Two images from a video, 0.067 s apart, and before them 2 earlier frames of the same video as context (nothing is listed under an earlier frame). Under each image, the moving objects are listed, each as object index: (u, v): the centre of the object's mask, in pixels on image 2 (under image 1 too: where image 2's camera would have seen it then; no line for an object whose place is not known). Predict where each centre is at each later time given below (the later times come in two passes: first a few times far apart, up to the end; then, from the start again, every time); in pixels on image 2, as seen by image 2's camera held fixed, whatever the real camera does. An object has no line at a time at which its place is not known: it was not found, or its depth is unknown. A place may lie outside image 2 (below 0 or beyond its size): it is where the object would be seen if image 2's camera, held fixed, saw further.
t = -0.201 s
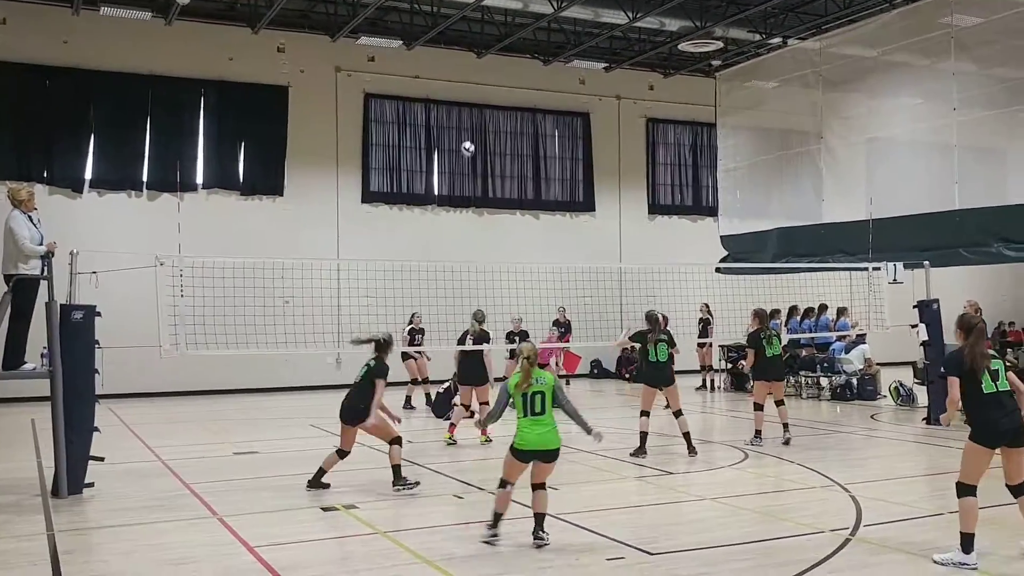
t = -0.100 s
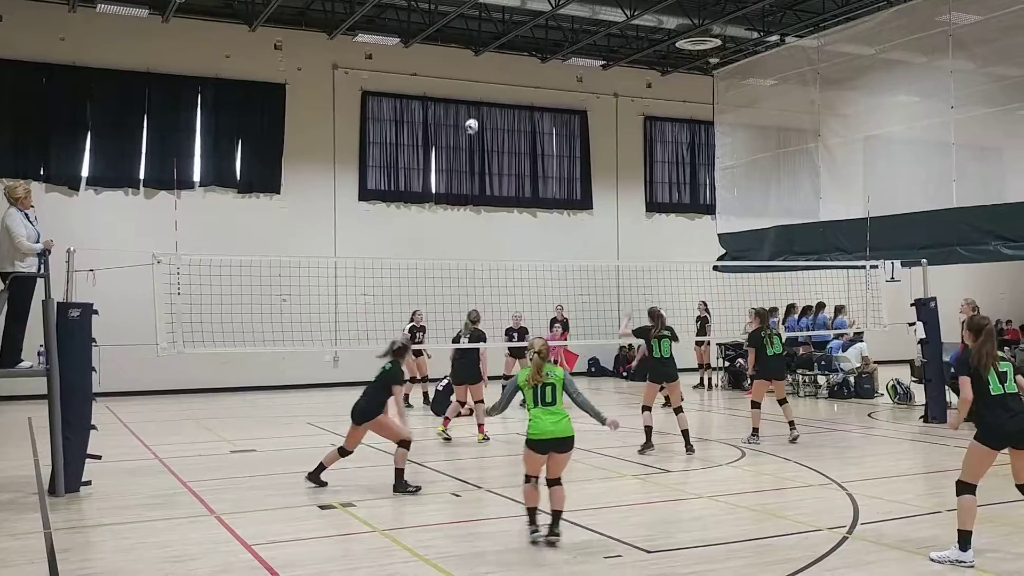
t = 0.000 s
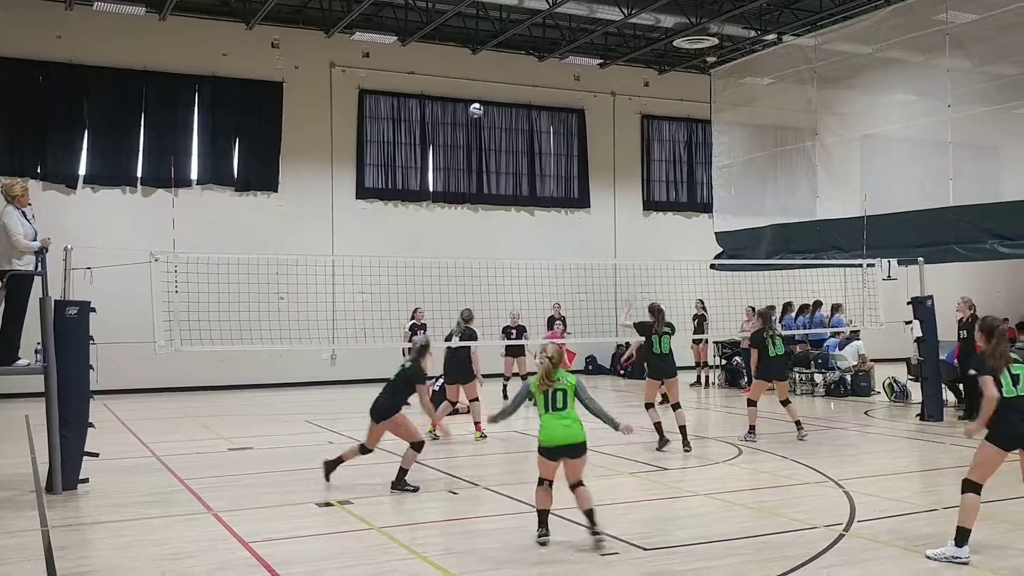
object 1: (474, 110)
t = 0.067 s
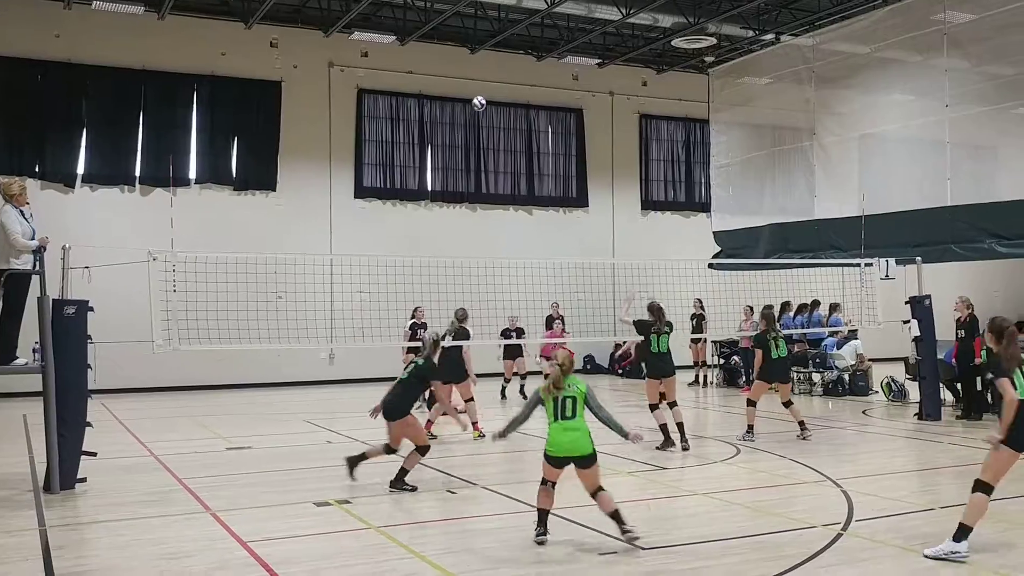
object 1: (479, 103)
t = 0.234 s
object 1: (490, 100)
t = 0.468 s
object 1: (507, 126)
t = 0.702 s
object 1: (524, 185)
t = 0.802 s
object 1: (531, 220)
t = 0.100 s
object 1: (481, 102)
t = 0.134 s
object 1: (483, 101)
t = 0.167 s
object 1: (485, 99)
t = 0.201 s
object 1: (488, 100)
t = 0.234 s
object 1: (490, 100)
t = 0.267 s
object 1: (492, 102)
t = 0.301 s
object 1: (495, 104)
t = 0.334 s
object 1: (497, 106)
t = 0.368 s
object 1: (499, 110)
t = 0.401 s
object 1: (502, 114)
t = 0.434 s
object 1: (504, 119)
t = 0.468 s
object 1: (507, 126)
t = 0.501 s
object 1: (509, 132)
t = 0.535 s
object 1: (511, 139)
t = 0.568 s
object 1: (514, 147)
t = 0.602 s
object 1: (516, 155)
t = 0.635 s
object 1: (519, 164)
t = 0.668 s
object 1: (522, 175)
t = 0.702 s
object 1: (524, 185)
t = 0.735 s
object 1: (526, 196)
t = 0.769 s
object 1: (529, 206)
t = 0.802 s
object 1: (531, 220)
